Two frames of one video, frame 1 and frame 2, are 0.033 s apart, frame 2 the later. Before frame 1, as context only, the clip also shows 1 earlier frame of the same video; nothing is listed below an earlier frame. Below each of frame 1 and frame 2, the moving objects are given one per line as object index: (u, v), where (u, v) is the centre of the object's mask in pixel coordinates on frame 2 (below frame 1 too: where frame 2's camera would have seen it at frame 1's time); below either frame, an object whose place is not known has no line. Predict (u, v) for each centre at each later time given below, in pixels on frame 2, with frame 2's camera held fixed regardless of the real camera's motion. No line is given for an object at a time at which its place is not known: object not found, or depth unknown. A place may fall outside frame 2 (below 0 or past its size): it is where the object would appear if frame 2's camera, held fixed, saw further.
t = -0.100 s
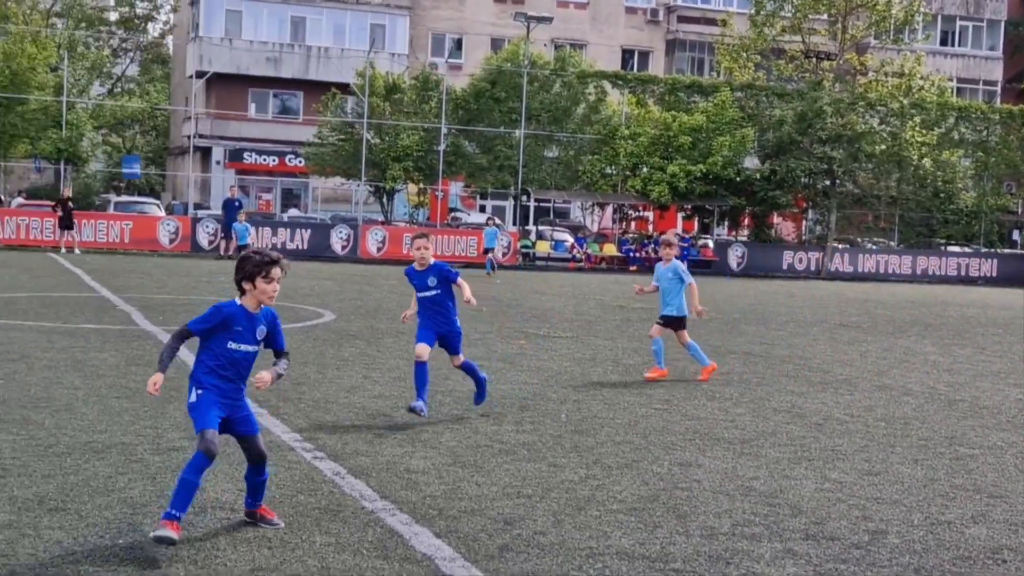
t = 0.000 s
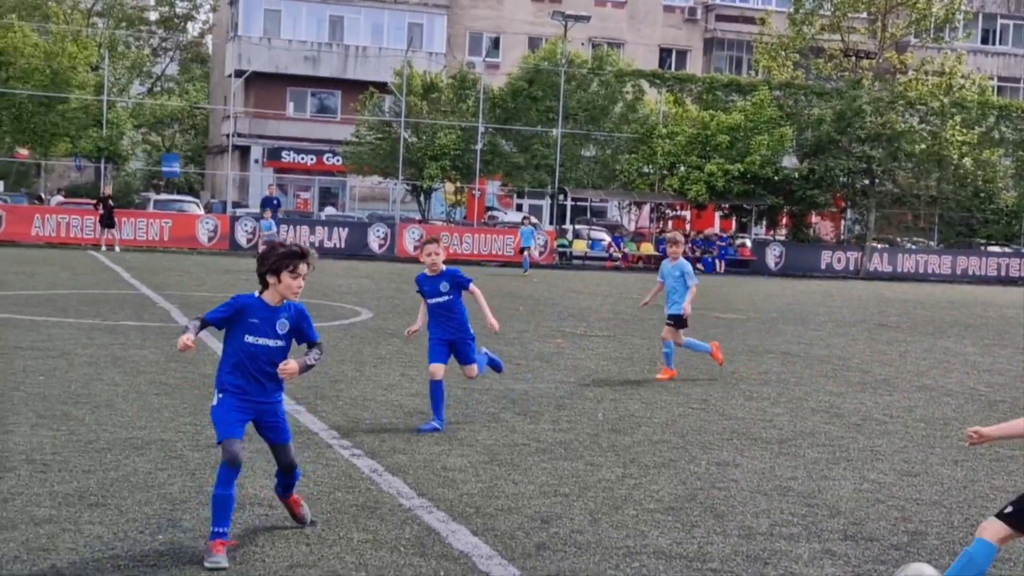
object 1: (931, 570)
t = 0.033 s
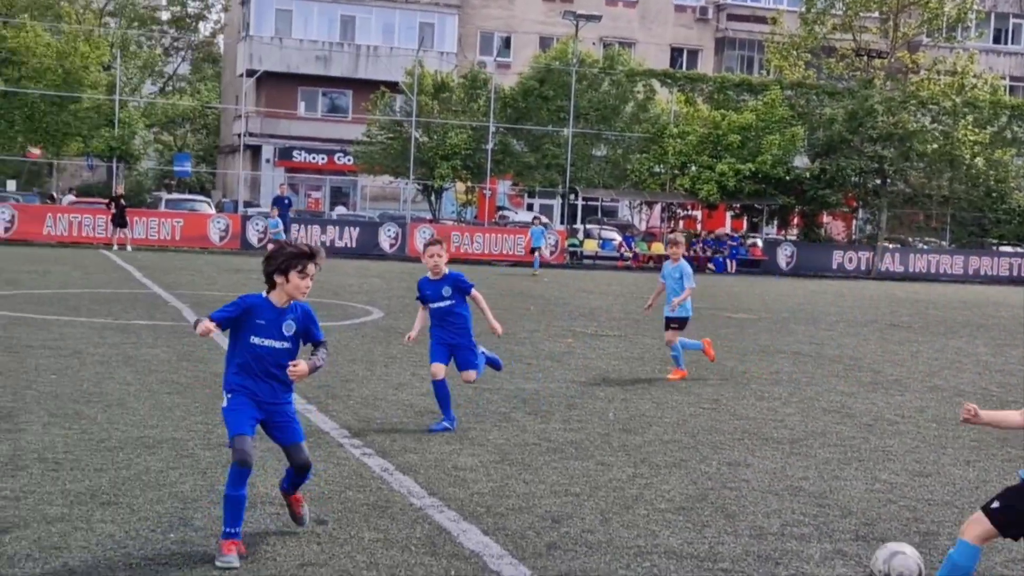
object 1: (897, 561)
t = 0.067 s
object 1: (866, 550)
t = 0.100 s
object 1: (838, 537)
